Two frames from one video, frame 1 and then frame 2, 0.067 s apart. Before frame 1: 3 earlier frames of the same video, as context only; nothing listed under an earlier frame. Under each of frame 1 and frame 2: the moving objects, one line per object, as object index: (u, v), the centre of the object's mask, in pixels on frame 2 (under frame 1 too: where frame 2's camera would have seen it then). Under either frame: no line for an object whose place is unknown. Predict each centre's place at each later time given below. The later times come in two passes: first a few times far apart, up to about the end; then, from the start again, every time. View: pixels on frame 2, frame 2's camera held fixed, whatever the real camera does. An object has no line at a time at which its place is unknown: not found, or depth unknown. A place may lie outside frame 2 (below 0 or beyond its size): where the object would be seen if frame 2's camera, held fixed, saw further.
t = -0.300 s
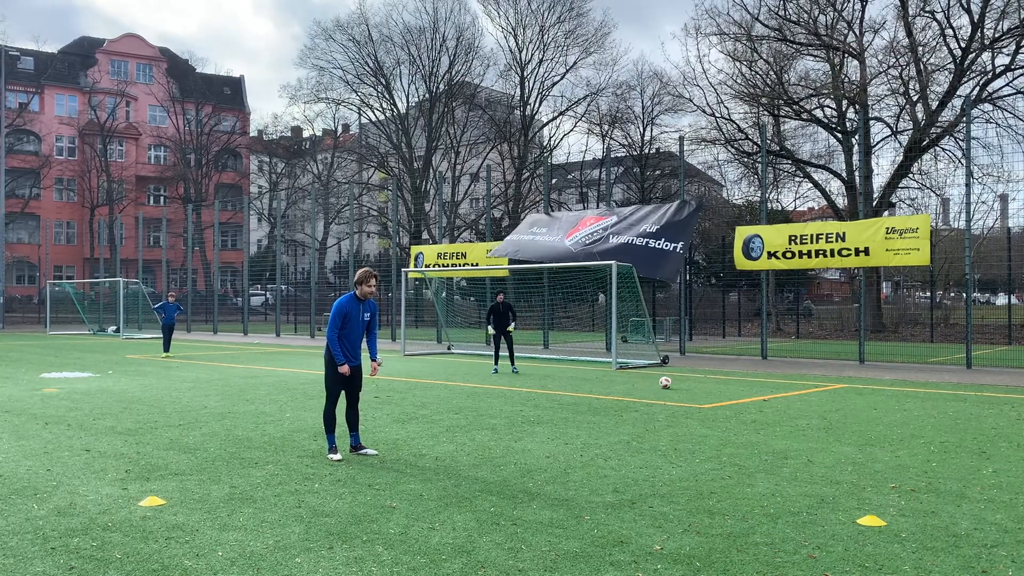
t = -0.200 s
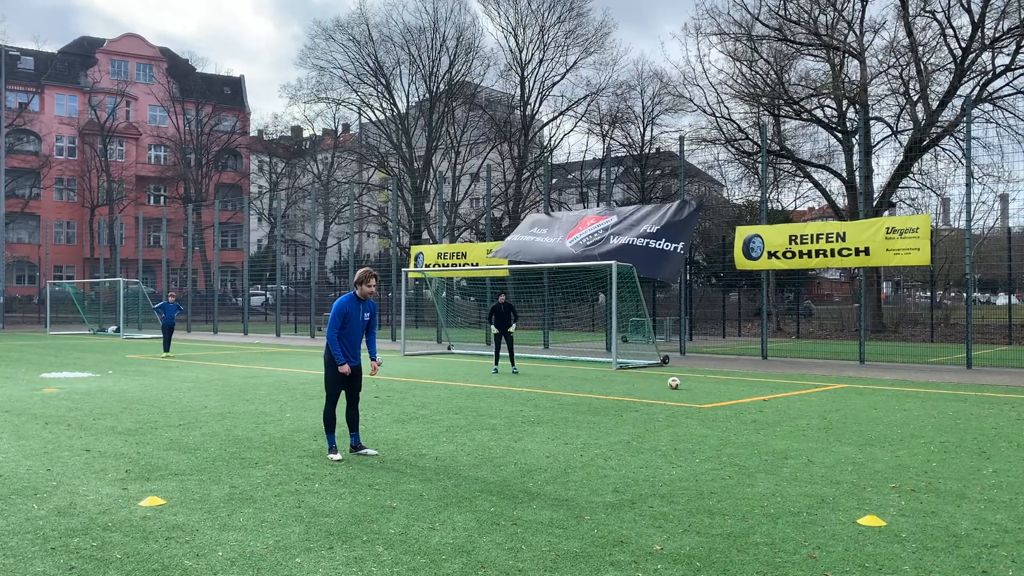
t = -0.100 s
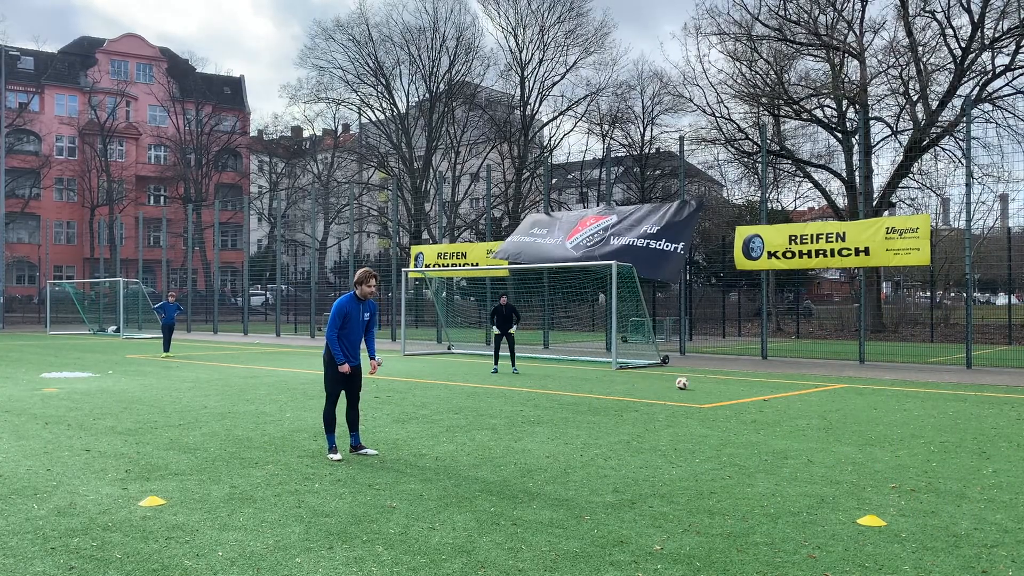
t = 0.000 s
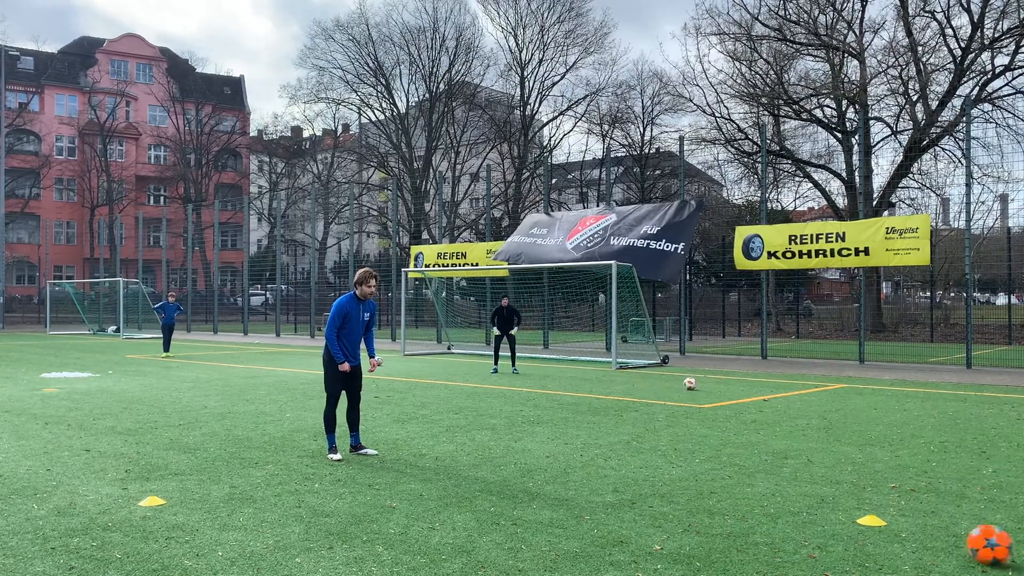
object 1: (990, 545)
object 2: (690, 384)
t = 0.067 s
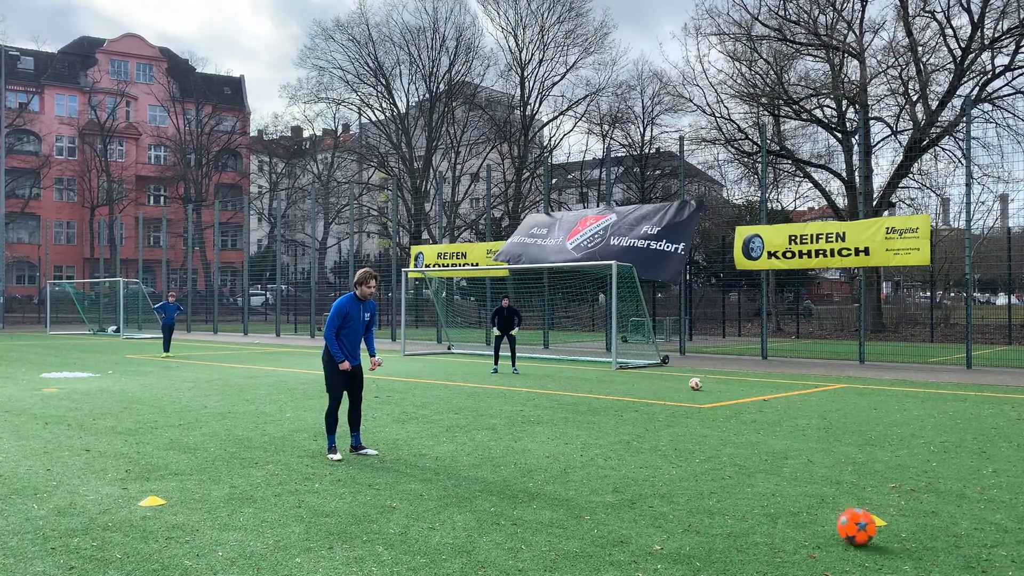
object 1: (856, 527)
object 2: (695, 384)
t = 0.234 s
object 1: (608, 494)
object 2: (709, 385)
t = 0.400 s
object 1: (441, 473)
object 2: (721, 386)
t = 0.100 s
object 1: (798, 520)
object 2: (698, 384)
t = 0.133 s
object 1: (745, 512)
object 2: (701, 384)
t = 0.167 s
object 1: (696, 504)
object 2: (703, 384)
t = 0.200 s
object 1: (651, 499)
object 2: (706, 384)
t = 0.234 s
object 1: (608, 494)
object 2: (709, 385)
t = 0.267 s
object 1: (570, 489)
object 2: (711, 385)
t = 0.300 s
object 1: (535, 484)
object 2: (714, 385)
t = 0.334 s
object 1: (501, 480)
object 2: (716, 385)
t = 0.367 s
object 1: (470, 477)
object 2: (719, 385)
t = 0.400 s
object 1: (441, 473)
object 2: (721, 386)
